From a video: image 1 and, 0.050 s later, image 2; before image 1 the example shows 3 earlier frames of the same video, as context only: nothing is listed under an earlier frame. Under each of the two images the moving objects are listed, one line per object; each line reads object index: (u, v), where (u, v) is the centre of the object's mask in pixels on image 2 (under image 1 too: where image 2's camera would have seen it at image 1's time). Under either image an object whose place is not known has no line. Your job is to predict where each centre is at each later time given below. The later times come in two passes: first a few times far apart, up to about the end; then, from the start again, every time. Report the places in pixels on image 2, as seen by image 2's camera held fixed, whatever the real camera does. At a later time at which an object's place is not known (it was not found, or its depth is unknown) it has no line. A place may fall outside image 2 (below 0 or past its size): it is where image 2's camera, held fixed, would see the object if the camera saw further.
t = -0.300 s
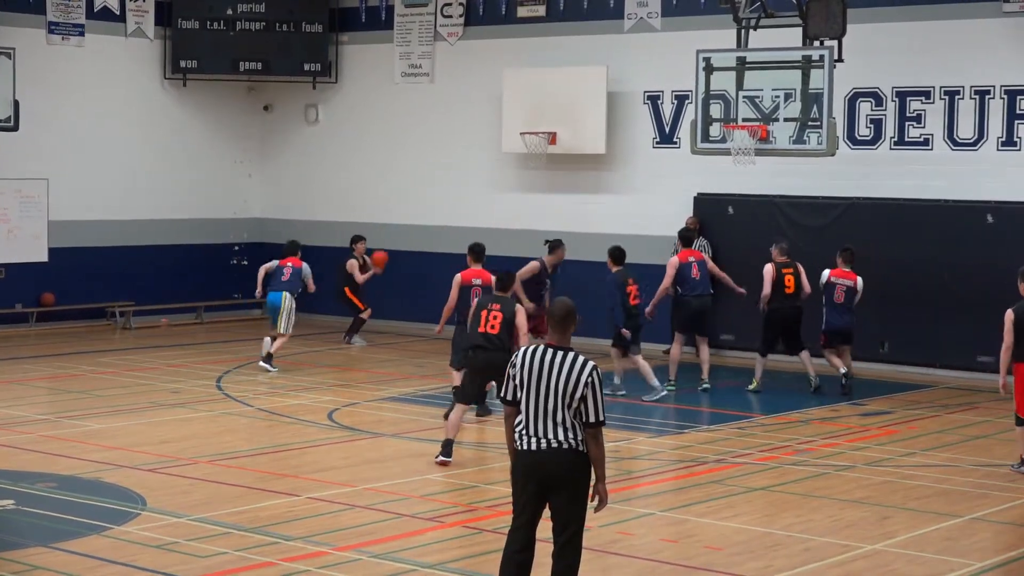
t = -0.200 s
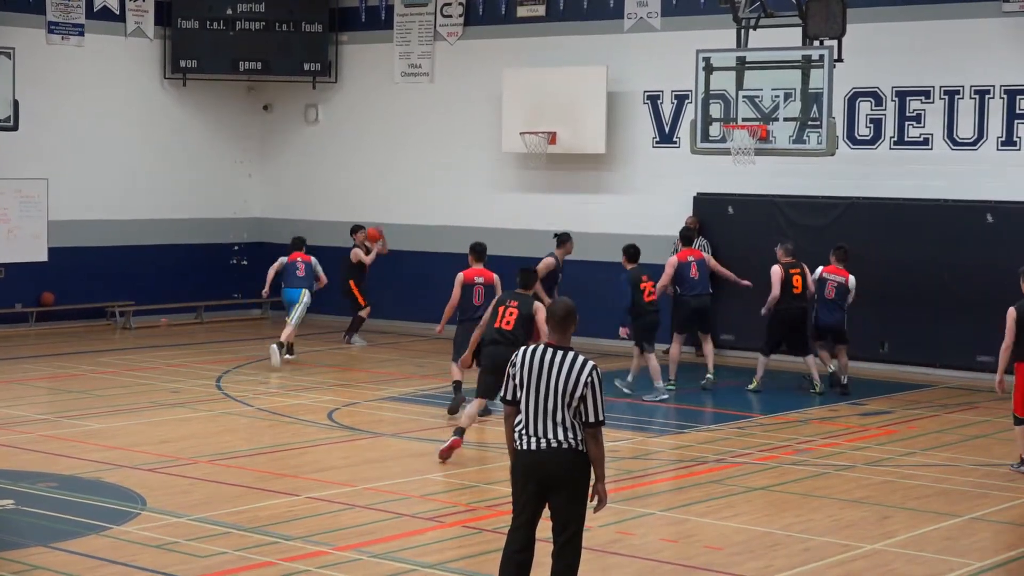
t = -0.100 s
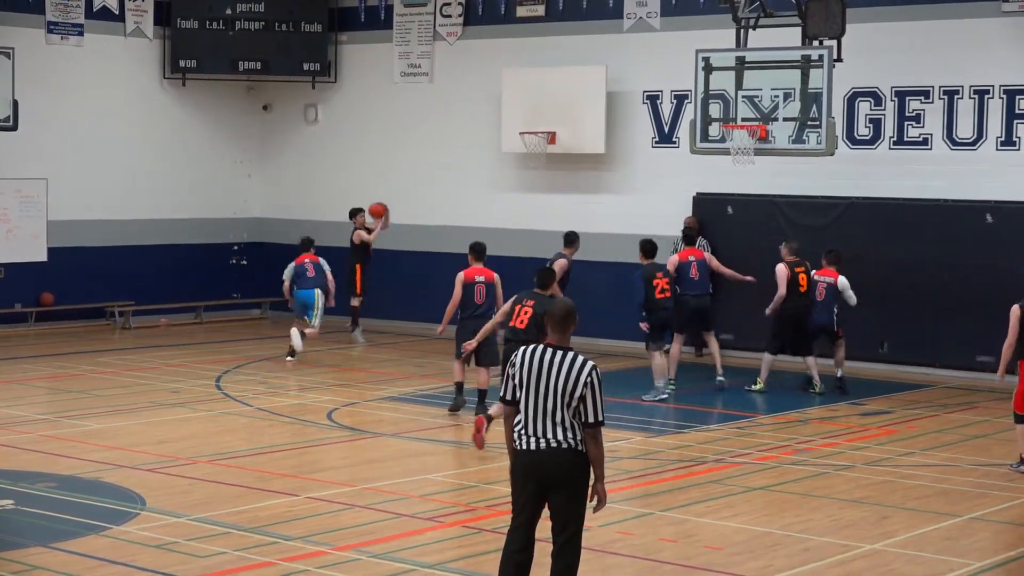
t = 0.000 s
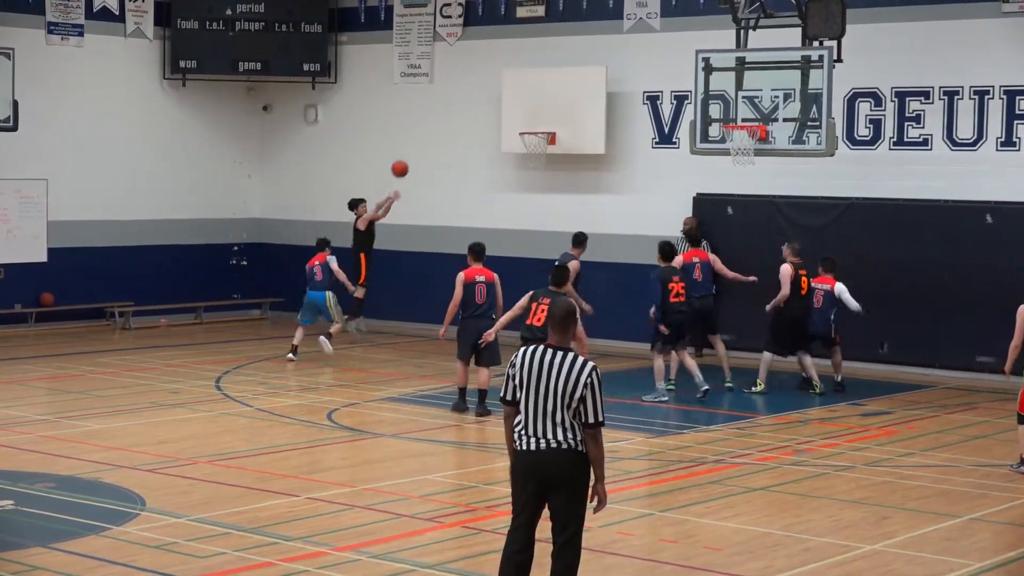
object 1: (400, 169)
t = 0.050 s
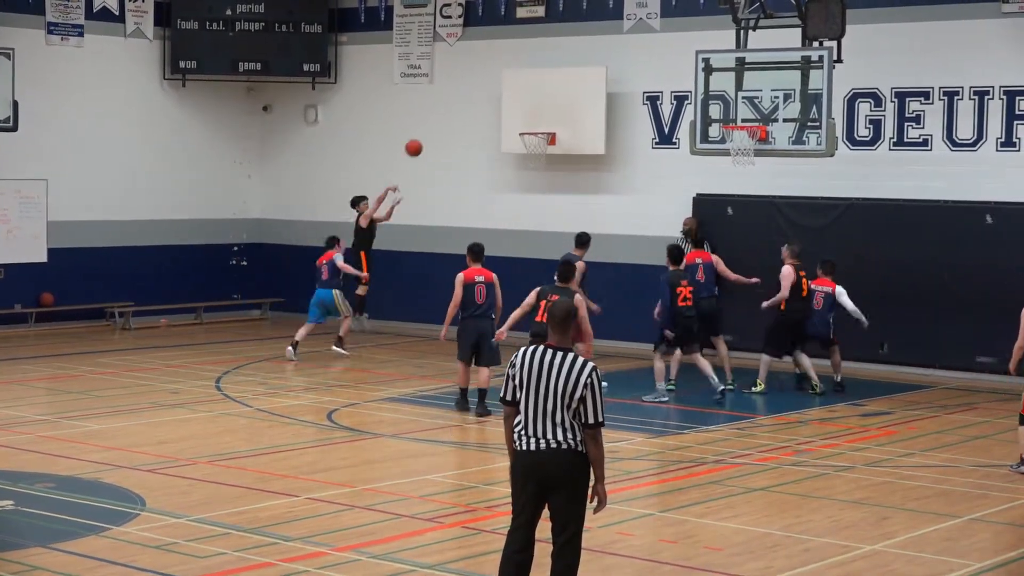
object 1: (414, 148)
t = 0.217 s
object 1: (461, 89)
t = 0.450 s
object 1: (530, 38)
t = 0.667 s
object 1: (598, 25)
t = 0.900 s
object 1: (673, 54)
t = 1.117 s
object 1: (745, 119)
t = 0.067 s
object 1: (418, 141)
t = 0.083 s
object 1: (423, 135)
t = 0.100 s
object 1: (428, 128)
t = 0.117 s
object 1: (432, 122)
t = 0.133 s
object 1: (437, 116)
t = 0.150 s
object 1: (442, 111)
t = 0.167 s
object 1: (447, 105)
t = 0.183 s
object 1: (452, 99)
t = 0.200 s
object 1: (456, 94)
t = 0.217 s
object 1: (461, 89)
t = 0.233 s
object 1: (466, 84)
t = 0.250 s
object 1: (471, 79)
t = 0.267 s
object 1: (476, 75)
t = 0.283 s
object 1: (481, 71)
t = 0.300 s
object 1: (486, 66)
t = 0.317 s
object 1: (491, 62)
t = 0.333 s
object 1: (496, 59)
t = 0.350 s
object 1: (501, 55)
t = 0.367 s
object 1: (505, 52)
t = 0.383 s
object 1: (511, 49)
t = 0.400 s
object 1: (516, 46)
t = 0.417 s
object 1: (521, 42)
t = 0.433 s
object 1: (526, 40)
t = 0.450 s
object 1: (530, 38)
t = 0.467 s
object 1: (536, 36)
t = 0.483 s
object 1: (541, 34)
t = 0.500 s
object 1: (546, 32)
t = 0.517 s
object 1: (551, 30)
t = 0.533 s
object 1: (556, 29)
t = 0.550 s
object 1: (561, 27)
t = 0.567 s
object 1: (566, 26)
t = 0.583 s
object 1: (572, 26)
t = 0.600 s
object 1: (577, 25)
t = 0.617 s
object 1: (582, 25)
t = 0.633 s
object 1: (587, 25)
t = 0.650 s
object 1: (593, 25)
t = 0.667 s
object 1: (598, 25)
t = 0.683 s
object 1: (603, 25)
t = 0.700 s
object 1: (608, 26)
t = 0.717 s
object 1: (614, 28)
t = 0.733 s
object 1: (619, 29)
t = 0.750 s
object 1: (624, 30)
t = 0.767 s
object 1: (630, 32)
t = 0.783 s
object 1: (635, 34)
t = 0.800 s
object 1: (640, 36)
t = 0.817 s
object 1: (646, 39)
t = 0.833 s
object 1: (651, 41)
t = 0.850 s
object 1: (656, 44)
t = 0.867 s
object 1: (662, 47)
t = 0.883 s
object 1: (667, 50)
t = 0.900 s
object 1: (673, 54)
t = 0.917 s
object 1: (678, 58)
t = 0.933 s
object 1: (684, 62)
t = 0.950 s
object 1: (689, 66)
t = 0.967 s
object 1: (694, 70)
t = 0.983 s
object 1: (700, 76)
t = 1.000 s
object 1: (706, 80)
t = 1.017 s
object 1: (712, 86)
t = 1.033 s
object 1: (717, 91)
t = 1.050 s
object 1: (723, 97)
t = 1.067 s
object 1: (728, 103)
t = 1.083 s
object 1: (734, 110)
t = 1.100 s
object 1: (740, 116)
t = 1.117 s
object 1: (745, 119)
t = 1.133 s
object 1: (749, 129)
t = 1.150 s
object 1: (745, 135)
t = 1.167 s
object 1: (744, 139)
